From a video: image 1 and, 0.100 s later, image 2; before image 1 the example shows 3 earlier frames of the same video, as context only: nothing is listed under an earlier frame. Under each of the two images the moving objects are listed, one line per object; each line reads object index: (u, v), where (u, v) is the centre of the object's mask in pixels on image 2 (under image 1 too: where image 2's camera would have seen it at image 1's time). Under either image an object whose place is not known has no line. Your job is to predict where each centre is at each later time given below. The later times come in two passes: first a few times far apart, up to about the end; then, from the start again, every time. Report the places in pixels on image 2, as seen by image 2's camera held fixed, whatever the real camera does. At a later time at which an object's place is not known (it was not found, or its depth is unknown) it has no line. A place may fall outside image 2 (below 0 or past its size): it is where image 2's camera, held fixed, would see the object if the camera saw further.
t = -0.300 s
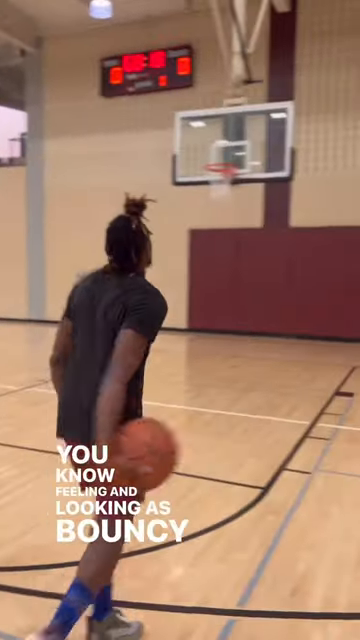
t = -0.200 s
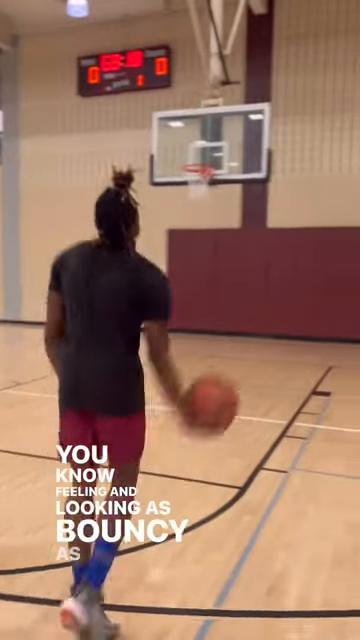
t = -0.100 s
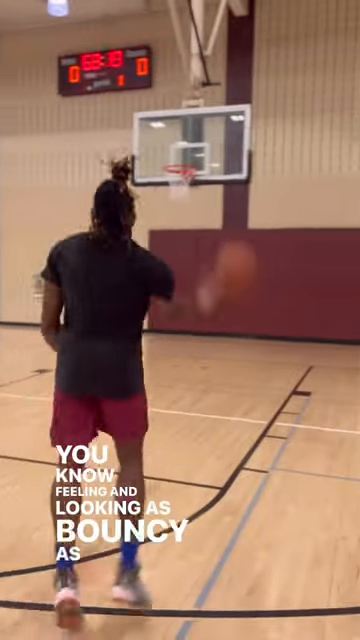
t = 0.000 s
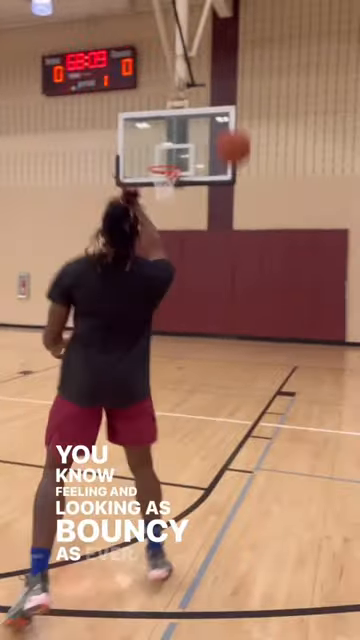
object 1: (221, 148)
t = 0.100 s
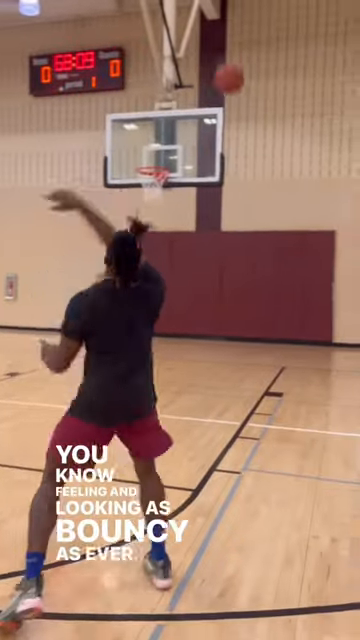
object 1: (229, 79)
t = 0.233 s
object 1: (238, 32)
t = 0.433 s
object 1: (243, 13)
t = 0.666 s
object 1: (251, 37)
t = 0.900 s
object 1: (255, 83)
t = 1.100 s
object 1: (258, 135)
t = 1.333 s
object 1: (252, 178)
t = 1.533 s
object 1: (237, 205)
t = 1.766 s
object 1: (215, 268)
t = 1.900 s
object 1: (200, 326)
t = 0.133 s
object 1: (231, 62)
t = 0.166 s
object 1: (233, 49)
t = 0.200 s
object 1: (235, 40)
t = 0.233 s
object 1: (238, 32)
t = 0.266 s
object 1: (239, 25)
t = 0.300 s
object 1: (241, 21)
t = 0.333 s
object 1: (243, 16)
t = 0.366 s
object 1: (244, 14)
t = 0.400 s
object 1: (243, 13)
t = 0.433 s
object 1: (243, 13)
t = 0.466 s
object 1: (245, 13)
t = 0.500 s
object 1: (245, 15)
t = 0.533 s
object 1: (248, 18)
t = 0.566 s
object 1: (249, 23)
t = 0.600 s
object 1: (251, 27)
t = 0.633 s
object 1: (251, 33)
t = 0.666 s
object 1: (251, 37)
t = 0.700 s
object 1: (252, 43)
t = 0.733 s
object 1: (253, 48)
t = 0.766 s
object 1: (254, 53)
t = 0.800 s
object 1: (254, 61)
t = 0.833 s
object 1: (255, 68)
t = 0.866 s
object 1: (255, 76)
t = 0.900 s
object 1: (255, 83)
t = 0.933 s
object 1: (256, 92)
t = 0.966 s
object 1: (256, 101)
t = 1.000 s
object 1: (256, 109)
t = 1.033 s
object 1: (256, 117)
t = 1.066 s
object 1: (257, 126)
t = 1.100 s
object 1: (258, 135)
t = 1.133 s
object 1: (257, 144)
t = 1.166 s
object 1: (258, 153)
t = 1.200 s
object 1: (258, 163)
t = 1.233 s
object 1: (258, 173)
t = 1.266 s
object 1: (257, 175)
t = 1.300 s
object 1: (254, 177)
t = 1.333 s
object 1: (252, 178)
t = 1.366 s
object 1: (250, 181)
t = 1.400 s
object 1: (247, 185)
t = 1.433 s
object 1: (245, 188)
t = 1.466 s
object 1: (242, 193)
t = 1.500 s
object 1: (240, 198)
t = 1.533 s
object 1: (237, 205)
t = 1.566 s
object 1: (234, 211)
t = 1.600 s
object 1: (231, 219)
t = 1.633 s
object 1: (228, 227)
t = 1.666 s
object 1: (223, 235)
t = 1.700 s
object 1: (221, 245)
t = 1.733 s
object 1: (218, 256)
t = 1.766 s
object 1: (215, 268)
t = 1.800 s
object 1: (211, 282)
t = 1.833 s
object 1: (207, 295)
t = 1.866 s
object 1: (204, 310)
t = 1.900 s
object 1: (200, 326)
